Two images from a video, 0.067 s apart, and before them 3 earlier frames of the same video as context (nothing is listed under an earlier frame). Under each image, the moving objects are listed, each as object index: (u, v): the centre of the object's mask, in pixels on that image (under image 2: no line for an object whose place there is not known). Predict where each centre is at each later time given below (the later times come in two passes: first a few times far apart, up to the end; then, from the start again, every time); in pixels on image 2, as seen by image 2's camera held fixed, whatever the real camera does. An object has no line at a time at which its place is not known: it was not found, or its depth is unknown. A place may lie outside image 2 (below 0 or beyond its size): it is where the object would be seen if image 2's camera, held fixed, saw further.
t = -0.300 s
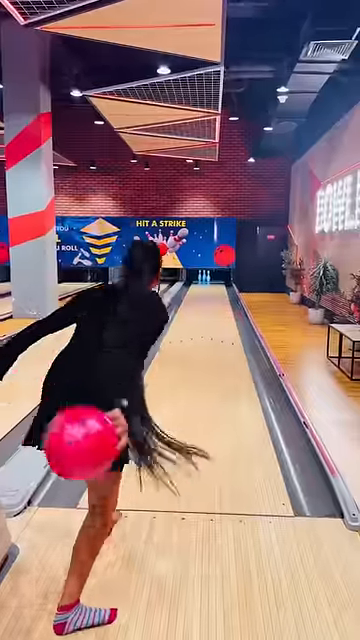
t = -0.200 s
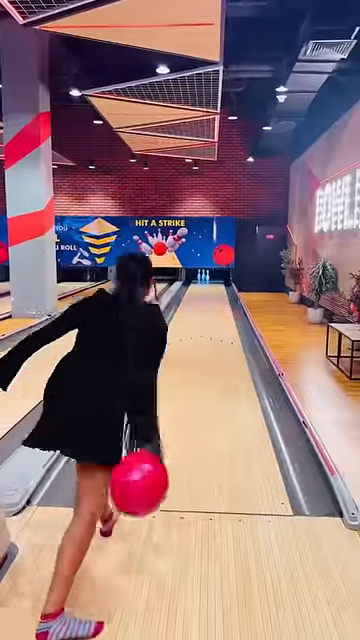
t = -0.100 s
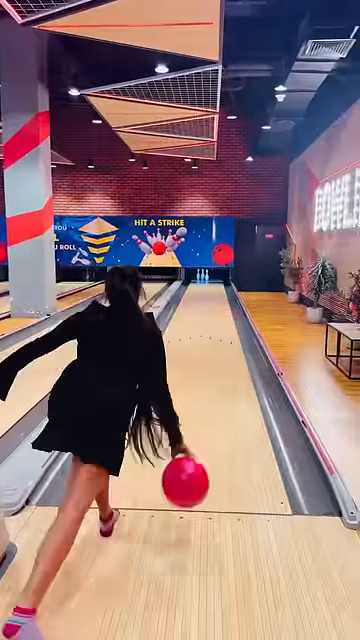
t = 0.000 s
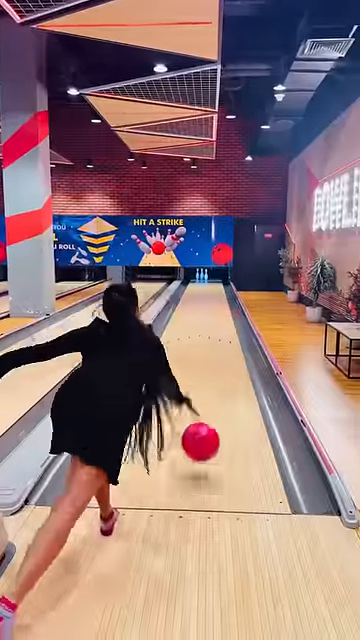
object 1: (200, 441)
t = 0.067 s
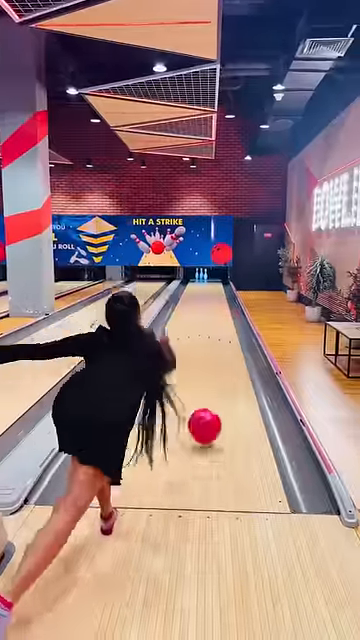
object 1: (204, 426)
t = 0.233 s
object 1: (212, 387)
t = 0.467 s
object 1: (218, 353)
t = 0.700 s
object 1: (222, 333)
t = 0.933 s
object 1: (224, 319)
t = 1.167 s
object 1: (227, 309)
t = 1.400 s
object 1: (226, 303)
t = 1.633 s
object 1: (228, 297)
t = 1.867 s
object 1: (227, 295)
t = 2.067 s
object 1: (226, 291)
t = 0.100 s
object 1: (206, 421)
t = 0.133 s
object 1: (208, 410)
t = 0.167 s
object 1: (209, 402)
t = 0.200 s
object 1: (211, 394)
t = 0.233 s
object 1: (212, 387)
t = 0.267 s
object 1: (213, 381)
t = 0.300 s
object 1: (215, 376)
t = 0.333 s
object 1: (217, 370)
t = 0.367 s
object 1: (217, 366)
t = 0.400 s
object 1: (217, 361)
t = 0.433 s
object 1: (218, 357)
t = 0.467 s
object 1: (218, 353)
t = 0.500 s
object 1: (219, 350)
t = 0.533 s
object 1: (220, 346)
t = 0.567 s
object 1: (221, 343)
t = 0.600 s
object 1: (221, 340)
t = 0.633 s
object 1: (221, 337)
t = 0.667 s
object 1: (222, 335)
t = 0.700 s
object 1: (222, 333)
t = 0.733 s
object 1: (223, 330)
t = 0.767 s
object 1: (223, 328)
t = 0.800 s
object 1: (223, 326)
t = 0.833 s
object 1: (224, 324)
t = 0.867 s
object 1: (224, 323)
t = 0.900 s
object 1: (224, 321)
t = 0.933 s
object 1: (224, 319)
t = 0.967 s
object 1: (225, 317)
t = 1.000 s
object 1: (225, 316)
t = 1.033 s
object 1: (226, 314)
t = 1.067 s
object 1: (225, 313)
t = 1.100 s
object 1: (227, 311)
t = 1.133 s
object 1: (226, 310)
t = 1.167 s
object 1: (227, 309)
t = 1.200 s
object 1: (226, 308)
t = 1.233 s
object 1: (226, 307)
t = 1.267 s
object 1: (227, 306)
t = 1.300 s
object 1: (227, 306)
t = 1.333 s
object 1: (227, 304)
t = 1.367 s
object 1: (226, 304)
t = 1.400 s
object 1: (226, 303)
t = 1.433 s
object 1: (227, 302)
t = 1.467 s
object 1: (227, 301)
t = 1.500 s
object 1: (227, 300)
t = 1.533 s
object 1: (227, 299)
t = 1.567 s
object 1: (228, 298)
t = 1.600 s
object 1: (228, 297)
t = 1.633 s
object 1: (228, 297)
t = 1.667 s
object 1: (228, 297)
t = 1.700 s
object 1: (228, 297)
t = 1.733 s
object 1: (228, 296)
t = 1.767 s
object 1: (228, 296)
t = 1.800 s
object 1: (228, 296)
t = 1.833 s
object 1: (228, 296)
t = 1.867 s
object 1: (227, 295)
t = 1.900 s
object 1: (227, 294)
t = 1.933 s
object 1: (227, 294)
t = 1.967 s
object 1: (227, 292)
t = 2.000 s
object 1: (227, 291)
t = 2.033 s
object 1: (226, 291)
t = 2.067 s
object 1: (226, 291)
